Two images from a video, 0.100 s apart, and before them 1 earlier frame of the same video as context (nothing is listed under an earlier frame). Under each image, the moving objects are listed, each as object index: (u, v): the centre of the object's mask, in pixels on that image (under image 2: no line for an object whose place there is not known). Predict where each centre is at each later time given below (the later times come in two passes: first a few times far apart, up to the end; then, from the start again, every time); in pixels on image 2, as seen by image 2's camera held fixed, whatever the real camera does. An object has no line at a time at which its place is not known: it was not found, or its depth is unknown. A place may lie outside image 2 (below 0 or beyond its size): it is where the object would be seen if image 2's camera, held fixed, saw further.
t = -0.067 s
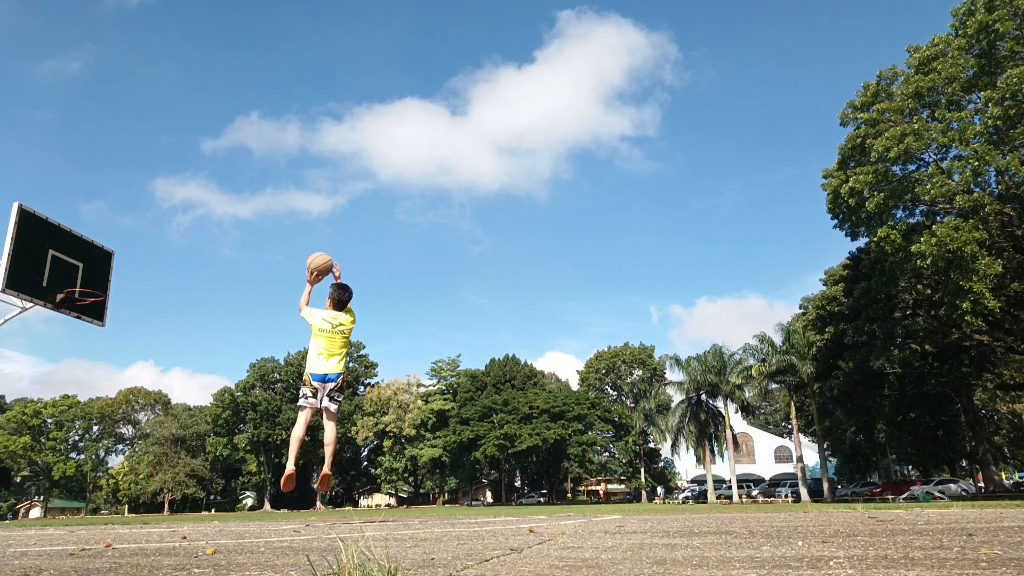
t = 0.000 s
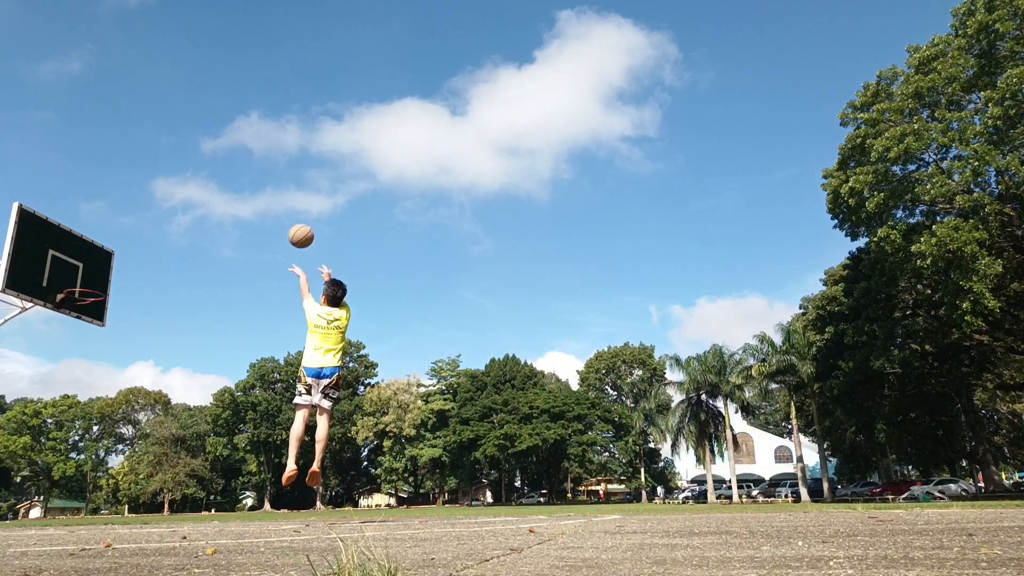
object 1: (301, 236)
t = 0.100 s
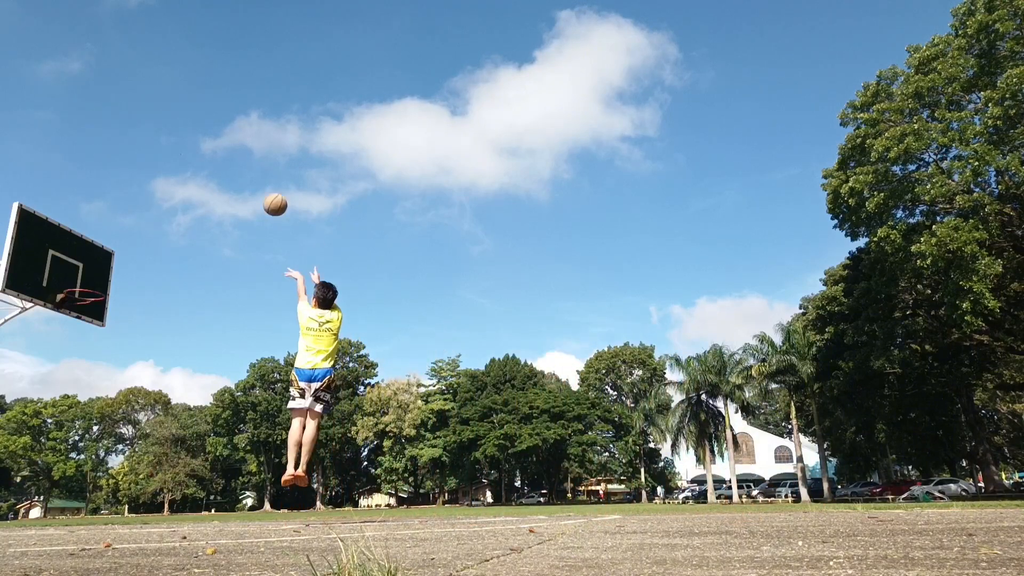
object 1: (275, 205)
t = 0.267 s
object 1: (236, 177)
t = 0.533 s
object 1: (181, 182)
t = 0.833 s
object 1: (123, 242)
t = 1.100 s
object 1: (71, 336)
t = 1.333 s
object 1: (23, 454)
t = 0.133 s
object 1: (267, 196)
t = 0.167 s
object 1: (259, 190)
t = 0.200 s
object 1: (251, 184)
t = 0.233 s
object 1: (244, 180)
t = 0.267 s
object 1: (236, 177)
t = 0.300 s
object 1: (229, 175)
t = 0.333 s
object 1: (222, 173)
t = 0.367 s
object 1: (215, 173)
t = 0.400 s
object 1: (208, 173)
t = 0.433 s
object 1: (202, 174)
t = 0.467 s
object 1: (195, 176)
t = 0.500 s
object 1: (188, 178)
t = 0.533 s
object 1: (181, 182)
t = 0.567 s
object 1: (175, 186)
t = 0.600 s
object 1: (168, 190)
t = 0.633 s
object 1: (162, 196)
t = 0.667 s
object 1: (155, 202)
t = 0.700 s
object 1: (149, 209)
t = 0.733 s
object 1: (142, 216)
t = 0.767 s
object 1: (136, 224)
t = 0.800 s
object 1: (129, 233)
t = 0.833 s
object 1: (123, 242)
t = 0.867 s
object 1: (116, 252)
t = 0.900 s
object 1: (109, 263)
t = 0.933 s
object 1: (103, 274)
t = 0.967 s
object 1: (96, 285)
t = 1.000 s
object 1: (89, 298)
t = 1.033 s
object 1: (83, 310)
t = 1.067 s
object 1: (76, 323)
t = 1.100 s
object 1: (71, 336)
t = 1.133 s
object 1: (64, 351)
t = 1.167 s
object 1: (58, 366)
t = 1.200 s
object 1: (51, 382)
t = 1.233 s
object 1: (44, 399)
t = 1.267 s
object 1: (37, 417)
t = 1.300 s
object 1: (30, 435)
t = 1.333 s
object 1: (23, 454)
